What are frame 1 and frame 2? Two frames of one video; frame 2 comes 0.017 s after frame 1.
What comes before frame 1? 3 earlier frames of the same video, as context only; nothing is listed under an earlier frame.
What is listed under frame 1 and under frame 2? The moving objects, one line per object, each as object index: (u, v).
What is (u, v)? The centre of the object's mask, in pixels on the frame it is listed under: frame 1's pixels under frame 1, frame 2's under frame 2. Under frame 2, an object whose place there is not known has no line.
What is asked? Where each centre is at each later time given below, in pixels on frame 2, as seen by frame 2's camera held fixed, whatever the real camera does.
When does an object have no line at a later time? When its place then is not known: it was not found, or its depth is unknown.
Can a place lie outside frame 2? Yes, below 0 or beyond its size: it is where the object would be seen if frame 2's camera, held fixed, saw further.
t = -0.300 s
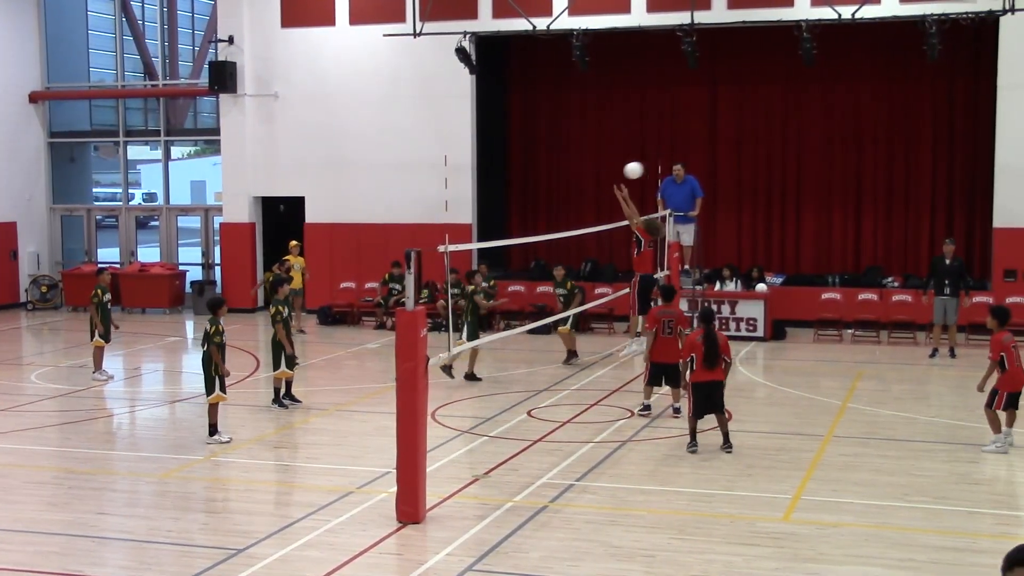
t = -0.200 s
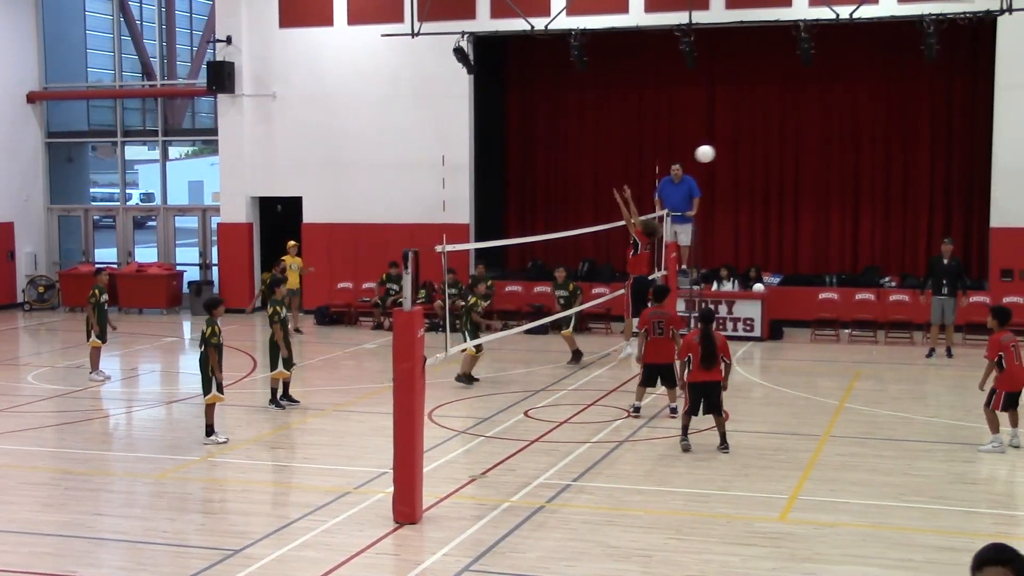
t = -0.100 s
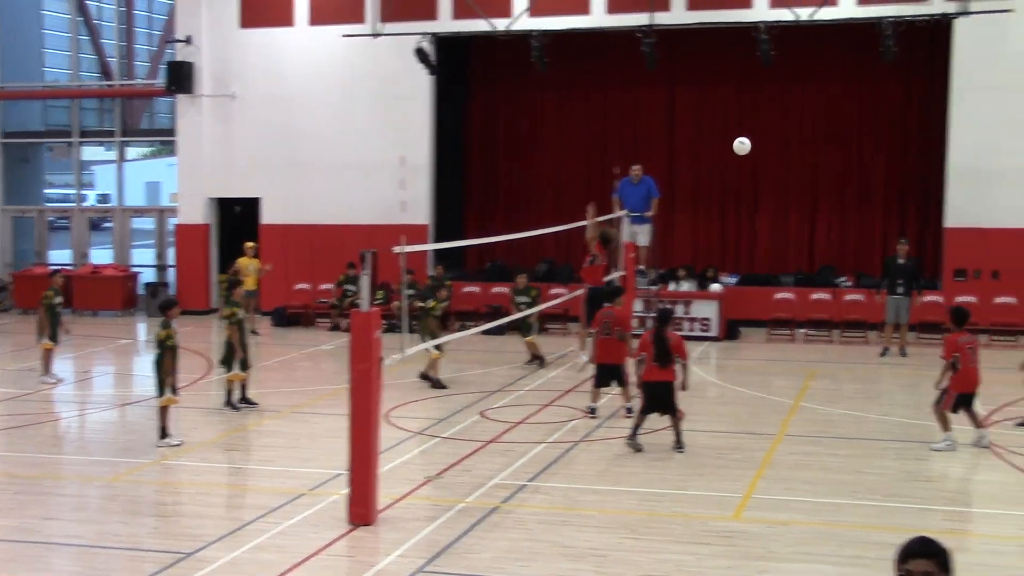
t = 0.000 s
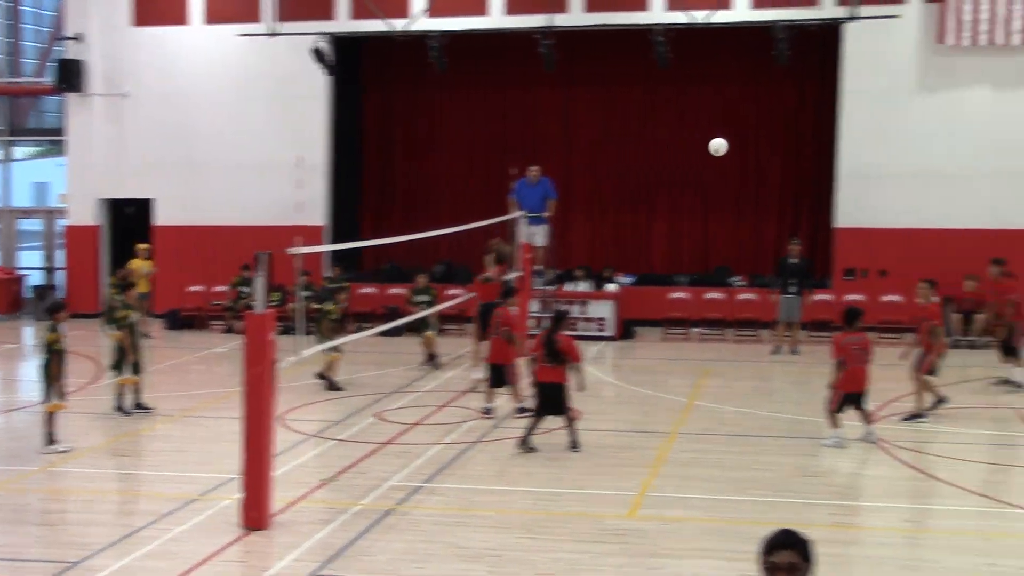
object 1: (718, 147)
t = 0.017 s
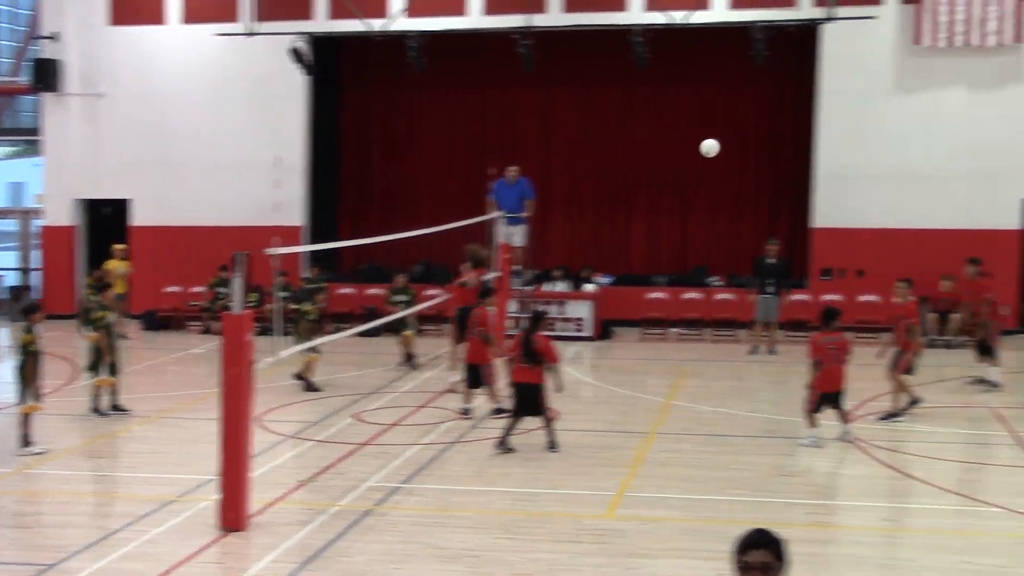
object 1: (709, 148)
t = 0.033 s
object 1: (722, 149)
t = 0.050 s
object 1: (734, 150)
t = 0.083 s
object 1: (756, 154)
